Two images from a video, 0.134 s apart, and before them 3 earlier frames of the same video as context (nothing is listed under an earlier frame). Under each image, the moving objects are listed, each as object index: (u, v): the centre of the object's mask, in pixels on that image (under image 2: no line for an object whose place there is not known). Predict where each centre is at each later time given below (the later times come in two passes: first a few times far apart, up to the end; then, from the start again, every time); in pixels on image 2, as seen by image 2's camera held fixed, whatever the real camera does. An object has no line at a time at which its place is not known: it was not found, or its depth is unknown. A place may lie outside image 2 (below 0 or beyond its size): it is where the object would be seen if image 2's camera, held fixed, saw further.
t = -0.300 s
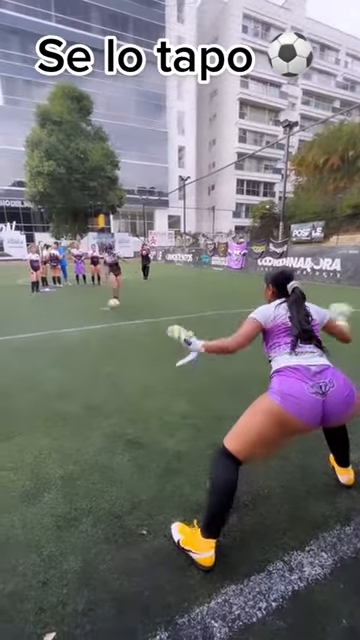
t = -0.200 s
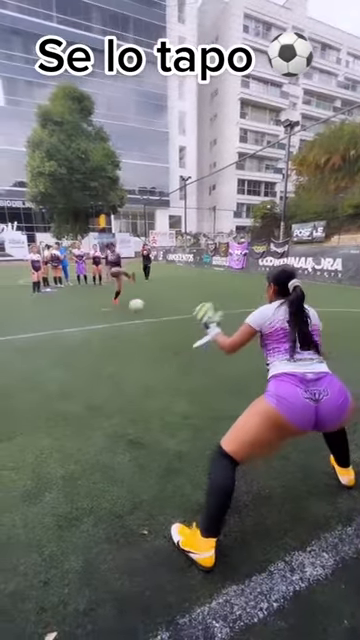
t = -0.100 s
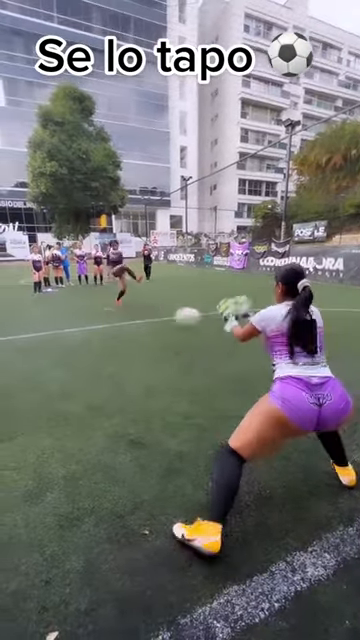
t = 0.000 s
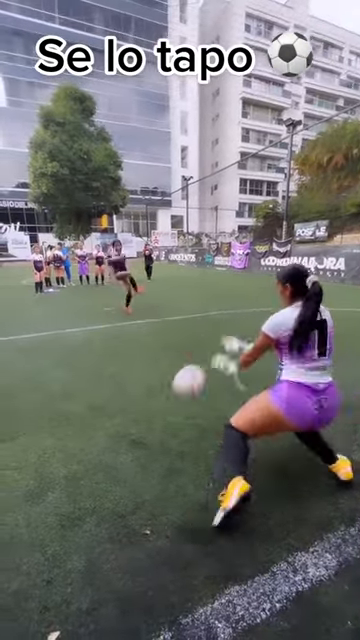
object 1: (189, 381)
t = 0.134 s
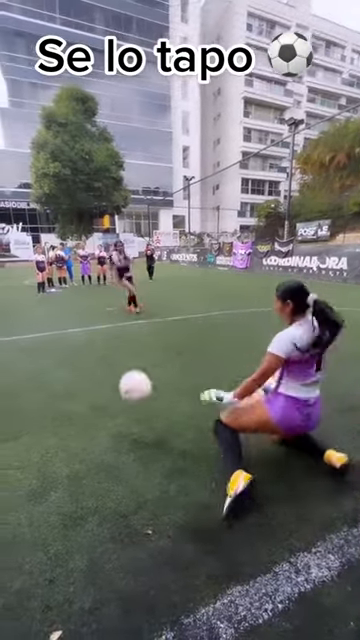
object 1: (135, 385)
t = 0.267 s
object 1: (89, 323)
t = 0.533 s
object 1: (4, 272)
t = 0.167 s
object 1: (124, 368)
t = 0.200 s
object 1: (112, 352)
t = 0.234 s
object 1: (101, 336)
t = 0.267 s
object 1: (89, 323)
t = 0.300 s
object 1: (77, 311)
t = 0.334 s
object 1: (66, 299)
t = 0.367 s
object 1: (55, 292)
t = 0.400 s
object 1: (44, 285)
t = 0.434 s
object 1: (33, 279)
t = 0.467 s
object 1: (22, 275)
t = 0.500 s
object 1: (12, 273)
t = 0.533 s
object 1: (4, 272)
